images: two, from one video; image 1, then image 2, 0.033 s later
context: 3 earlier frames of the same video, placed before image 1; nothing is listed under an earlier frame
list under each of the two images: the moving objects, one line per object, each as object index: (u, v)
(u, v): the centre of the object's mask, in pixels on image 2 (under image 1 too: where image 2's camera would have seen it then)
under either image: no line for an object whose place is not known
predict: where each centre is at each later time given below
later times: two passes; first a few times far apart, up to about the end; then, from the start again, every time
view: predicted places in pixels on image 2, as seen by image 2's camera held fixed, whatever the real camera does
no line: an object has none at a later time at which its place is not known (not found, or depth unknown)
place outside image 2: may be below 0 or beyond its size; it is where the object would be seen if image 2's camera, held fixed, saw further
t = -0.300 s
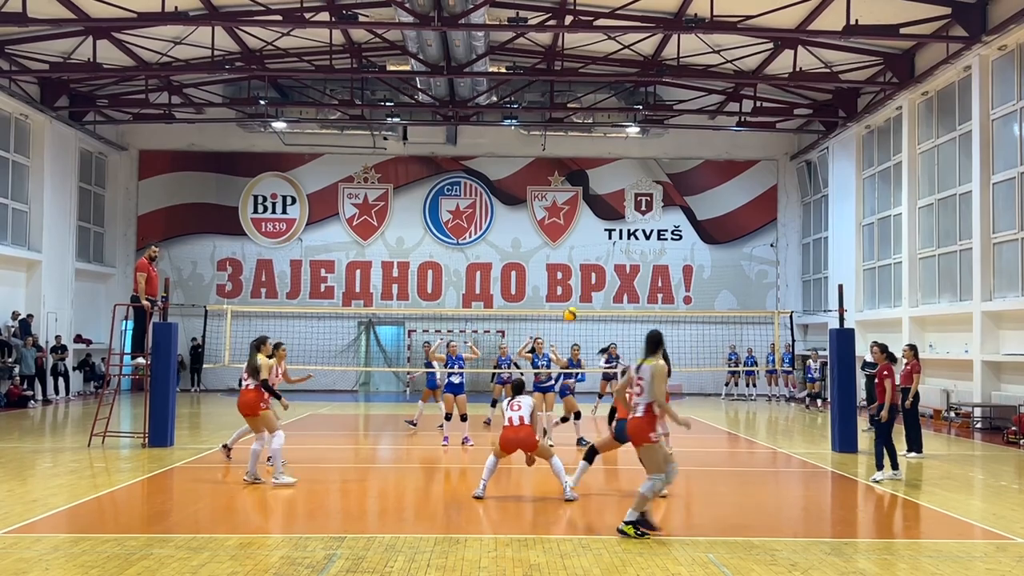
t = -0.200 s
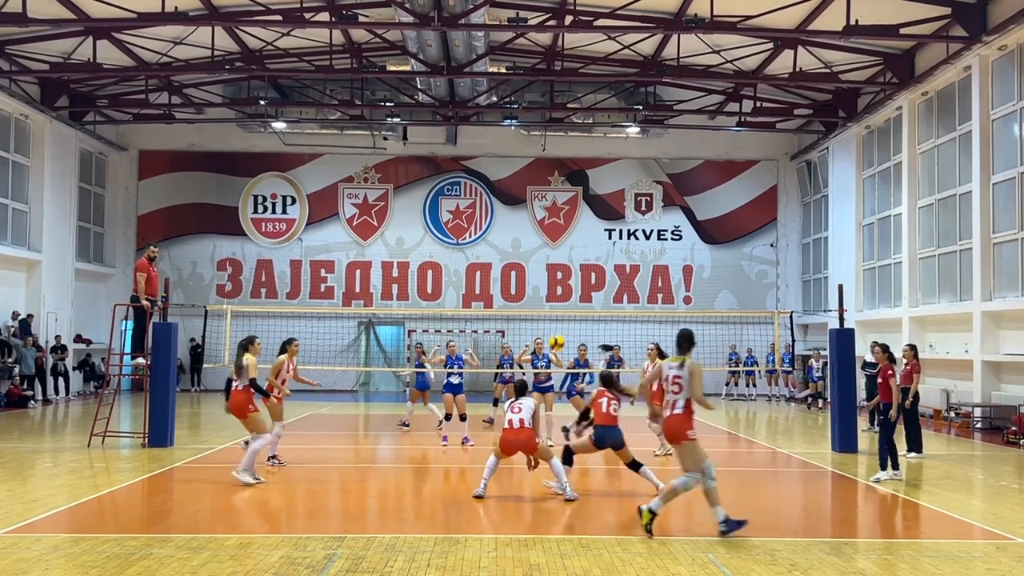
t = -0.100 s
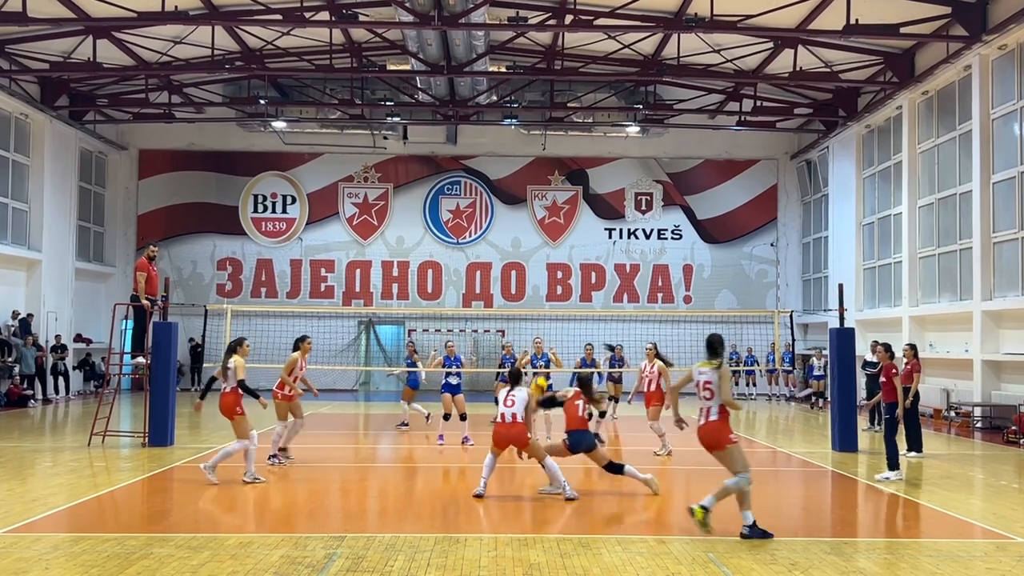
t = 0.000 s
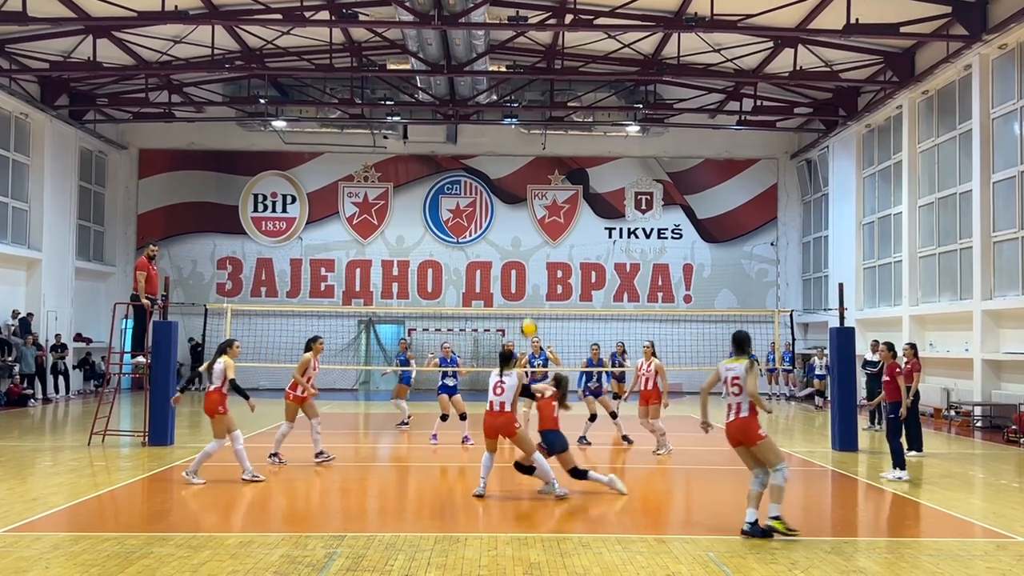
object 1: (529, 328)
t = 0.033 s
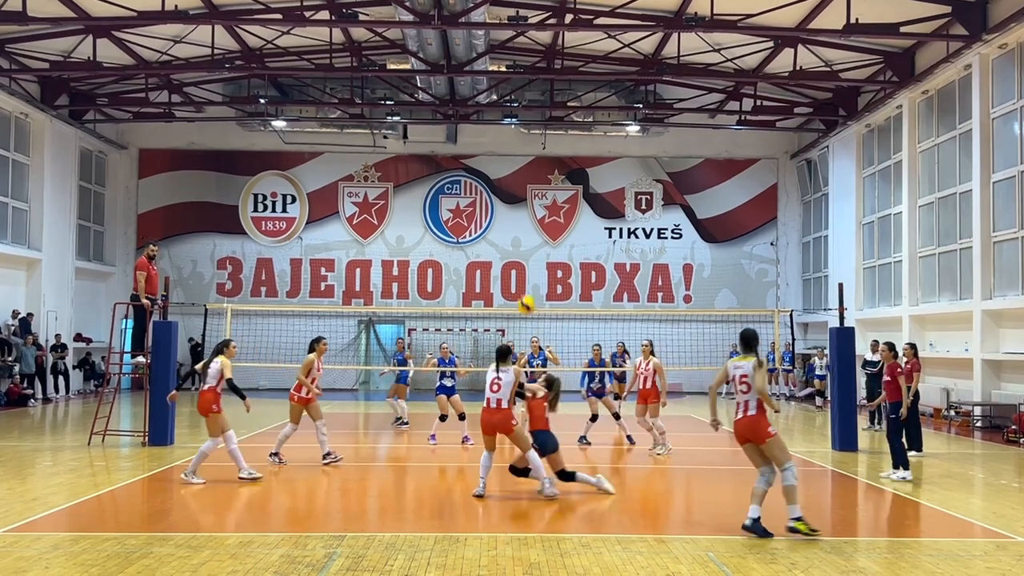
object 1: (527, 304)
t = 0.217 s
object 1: (515, 193)
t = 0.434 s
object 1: (506, 104)
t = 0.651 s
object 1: (498, 56)
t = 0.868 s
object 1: (492, 43)
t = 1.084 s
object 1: (485, 65)
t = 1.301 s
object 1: (479, 117)
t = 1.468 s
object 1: (474, 176)
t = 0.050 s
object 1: (524, 293)
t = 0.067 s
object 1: (524, 281)
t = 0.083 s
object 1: (522, 271)
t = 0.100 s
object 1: (521, 259)
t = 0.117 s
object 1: (520, 249)
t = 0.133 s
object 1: (520, 239)
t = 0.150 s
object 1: (519, 229)
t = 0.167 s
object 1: (518, 220)
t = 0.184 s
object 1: (517, 210)
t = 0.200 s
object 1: (516, 201)
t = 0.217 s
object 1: (515, 193)
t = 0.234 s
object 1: (514, 185)
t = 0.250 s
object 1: (514, 177)
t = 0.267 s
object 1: (513, 169)
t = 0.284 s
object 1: (512, 161)
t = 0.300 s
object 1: (511, 154)
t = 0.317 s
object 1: (510, 146)
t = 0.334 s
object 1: (509, 140)
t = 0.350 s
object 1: (509, 133)
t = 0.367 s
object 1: (508, 127)
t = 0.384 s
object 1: (507, 121)
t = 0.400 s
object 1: (507, 115)
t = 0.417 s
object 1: (506, 109)
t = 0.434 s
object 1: (506, 104)
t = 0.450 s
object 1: (505, 99)
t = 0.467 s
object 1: (505, 94)
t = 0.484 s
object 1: (504, 90)
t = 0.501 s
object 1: (503, 85)
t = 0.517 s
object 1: (502, 81)
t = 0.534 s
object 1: (501, 77)
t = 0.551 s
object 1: (501, 73)
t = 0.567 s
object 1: (500, 70)
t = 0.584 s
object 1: (500, 67)
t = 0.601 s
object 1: (499, 63)
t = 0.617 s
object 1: (499, 62)
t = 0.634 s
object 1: (499, 59)
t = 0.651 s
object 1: (498, 56)
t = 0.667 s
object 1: (497, 54)
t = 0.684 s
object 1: (497, 51)
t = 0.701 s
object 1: (496, 49)
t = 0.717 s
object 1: (495, 48)
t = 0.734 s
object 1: (495, 46)
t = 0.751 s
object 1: (495, 45)
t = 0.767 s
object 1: (494, 45)
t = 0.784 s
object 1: (494, 44)
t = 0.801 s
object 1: (493, 43)
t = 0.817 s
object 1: (493, 43)
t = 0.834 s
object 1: (492, 43)
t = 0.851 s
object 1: (492, 43)
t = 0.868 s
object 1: (492, 43)
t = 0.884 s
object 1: (491, 44)
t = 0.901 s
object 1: (490, 45)
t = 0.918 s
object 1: (490, 45)
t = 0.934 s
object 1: (489, 46)
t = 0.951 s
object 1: (489, 47)
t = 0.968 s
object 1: (488, 49)
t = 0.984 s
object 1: (488, 51)
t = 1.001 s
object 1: (488, 53)
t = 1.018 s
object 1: (487, 55)
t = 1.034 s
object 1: (486, 57)
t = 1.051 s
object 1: (485, 59)
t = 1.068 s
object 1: (485, 62)
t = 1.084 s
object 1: (485, 65)
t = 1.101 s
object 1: (484, 68)
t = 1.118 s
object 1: (484, 71)
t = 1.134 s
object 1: (484, 75)
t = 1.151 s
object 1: (483, 78)
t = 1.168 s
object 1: (483, 82)
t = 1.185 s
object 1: (482, 85)
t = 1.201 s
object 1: (481, 89)
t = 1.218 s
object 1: (481, 94)
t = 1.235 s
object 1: (481, 98)
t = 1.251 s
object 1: (480, 103)
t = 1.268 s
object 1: (480, 108)
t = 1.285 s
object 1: (479, 112)
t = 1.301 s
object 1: (479, 117)
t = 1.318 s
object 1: (479, 122)
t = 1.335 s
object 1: (478, 128)
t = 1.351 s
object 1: (478, 133)
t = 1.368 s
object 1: (477, 139)
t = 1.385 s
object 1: (477, 145)
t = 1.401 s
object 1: (476, 151)
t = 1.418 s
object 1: (476, 157)
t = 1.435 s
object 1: (475, 164)
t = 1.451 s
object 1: (475, 170)
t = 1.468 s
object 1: (474, 176)
